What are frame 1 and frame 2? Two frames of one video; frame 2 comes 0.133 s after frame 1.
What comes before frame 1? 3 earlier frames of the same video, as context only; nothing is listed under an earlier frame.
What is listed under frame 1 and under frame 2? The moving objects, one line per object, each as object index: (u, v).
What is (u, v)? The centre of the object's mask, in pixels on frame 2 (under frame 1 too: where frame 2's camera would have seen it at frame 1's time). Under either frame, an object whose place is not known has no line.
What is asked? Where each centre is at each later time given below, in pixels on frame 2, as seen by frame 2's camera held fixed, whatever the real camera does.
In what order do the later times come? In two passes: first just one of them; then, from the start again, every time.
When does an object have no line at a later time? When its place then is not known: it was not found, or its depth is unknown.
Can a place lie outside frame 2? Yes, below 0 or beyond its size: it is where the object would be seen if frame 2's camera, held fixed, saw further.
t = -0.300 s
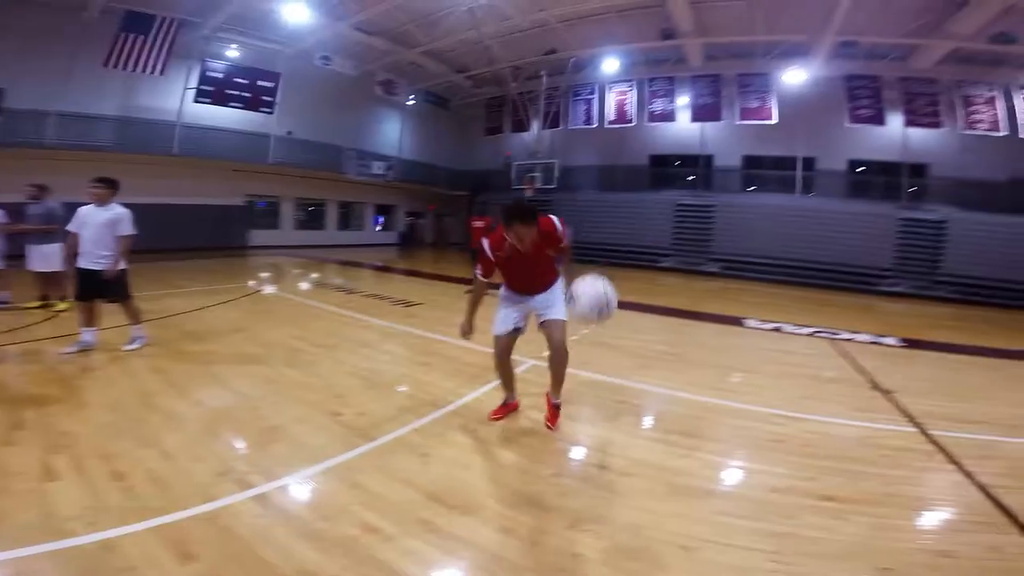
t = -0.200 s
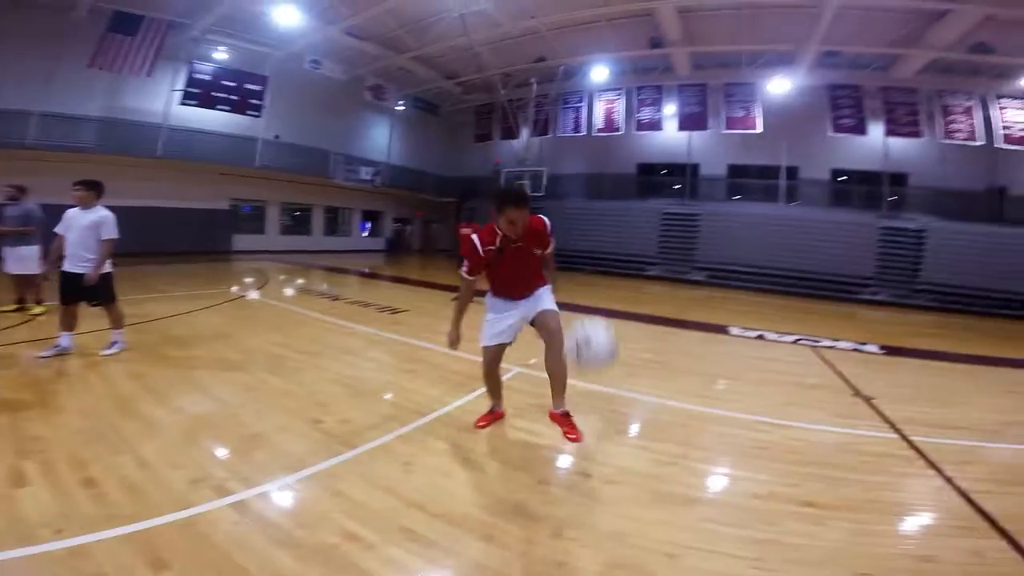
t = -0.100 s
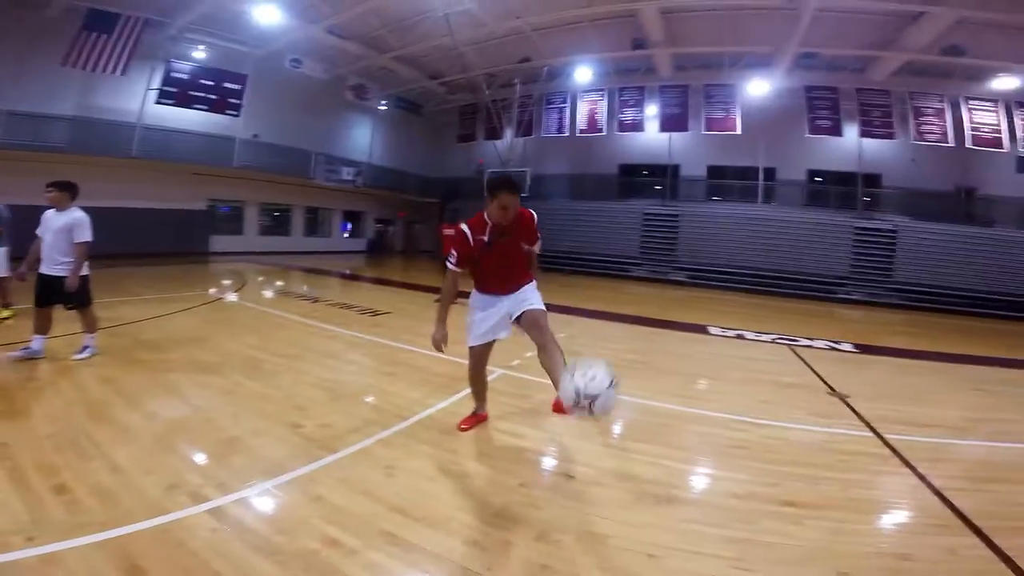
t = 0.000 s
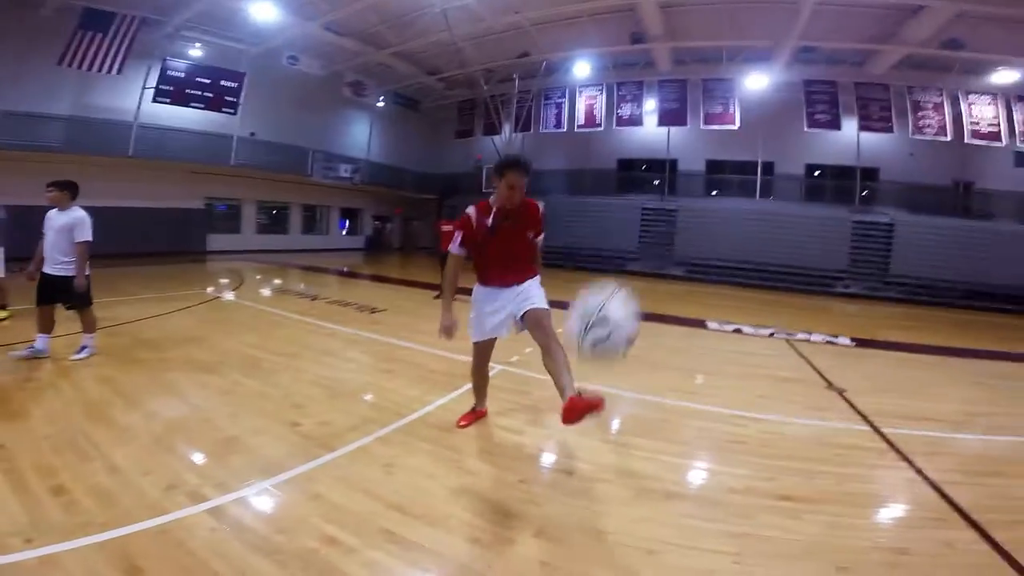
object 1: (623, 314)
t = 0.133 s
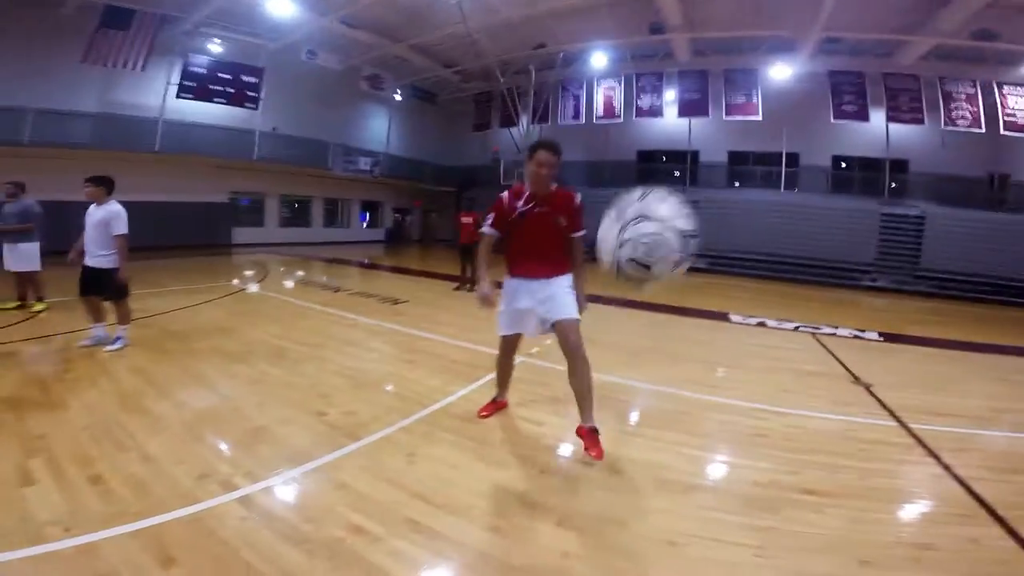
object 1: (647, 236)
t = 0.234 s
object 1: (652, 198)
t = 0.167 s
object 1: (653, 222)
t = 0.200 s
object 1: (651, 209)
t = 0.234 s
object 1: (652, 198)
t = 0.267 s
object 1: (661, 192)
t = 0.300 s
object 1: (666, 188)
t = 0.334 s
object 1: (680, 200)
